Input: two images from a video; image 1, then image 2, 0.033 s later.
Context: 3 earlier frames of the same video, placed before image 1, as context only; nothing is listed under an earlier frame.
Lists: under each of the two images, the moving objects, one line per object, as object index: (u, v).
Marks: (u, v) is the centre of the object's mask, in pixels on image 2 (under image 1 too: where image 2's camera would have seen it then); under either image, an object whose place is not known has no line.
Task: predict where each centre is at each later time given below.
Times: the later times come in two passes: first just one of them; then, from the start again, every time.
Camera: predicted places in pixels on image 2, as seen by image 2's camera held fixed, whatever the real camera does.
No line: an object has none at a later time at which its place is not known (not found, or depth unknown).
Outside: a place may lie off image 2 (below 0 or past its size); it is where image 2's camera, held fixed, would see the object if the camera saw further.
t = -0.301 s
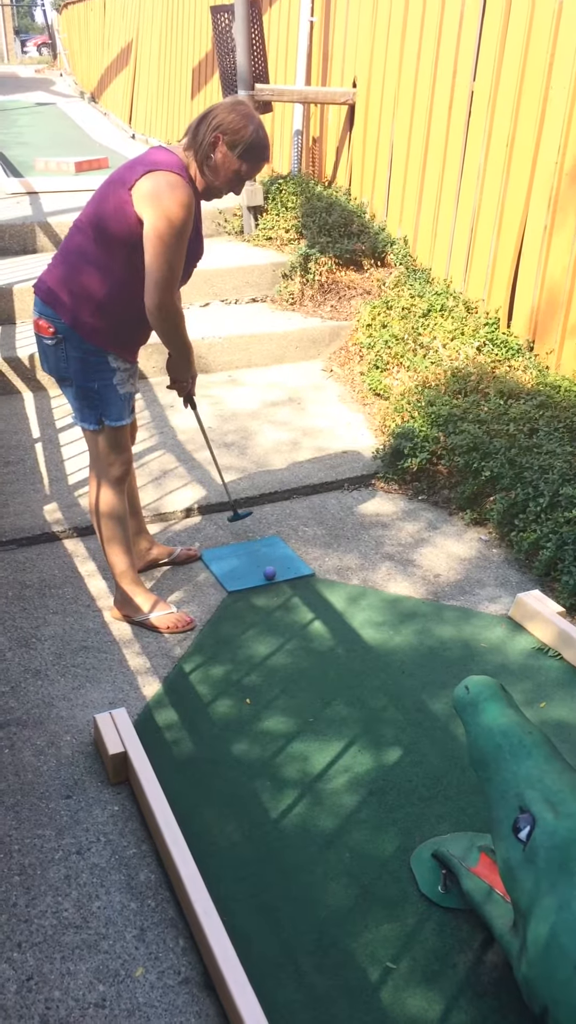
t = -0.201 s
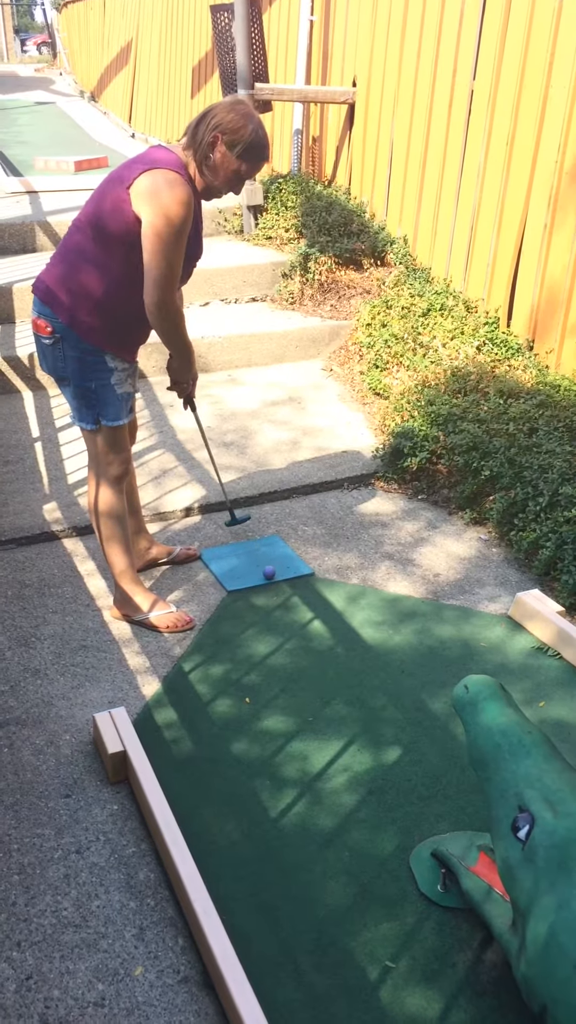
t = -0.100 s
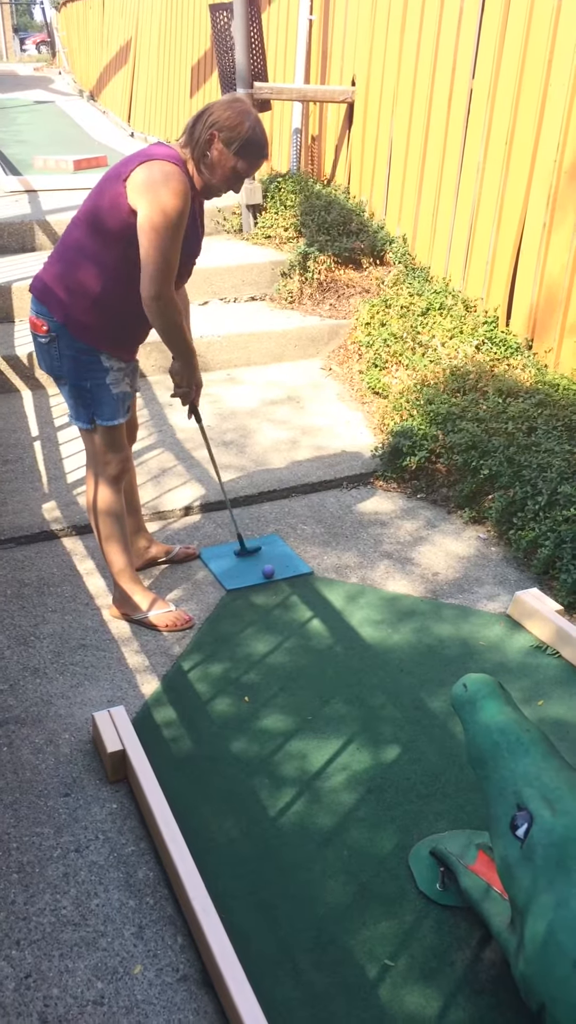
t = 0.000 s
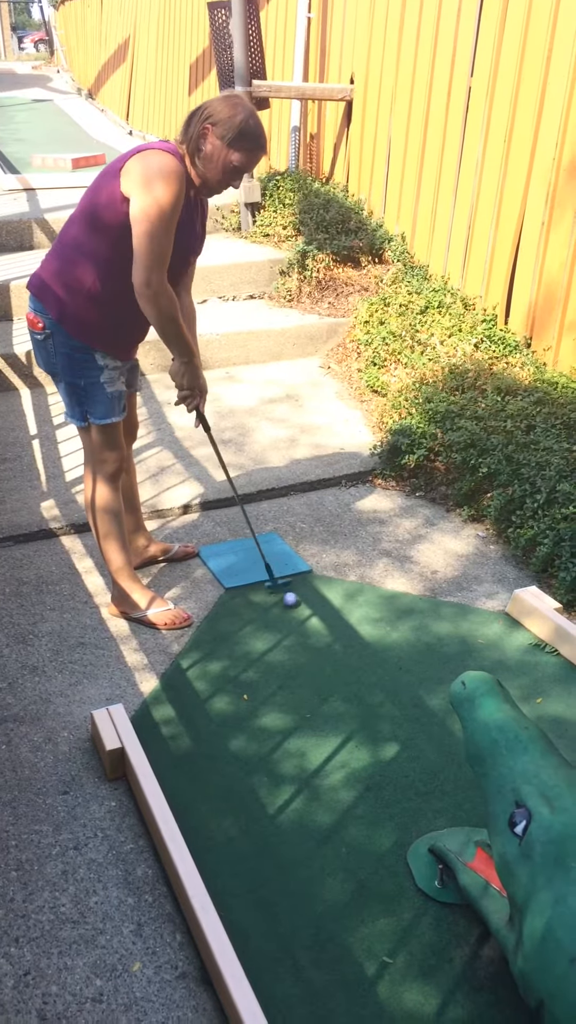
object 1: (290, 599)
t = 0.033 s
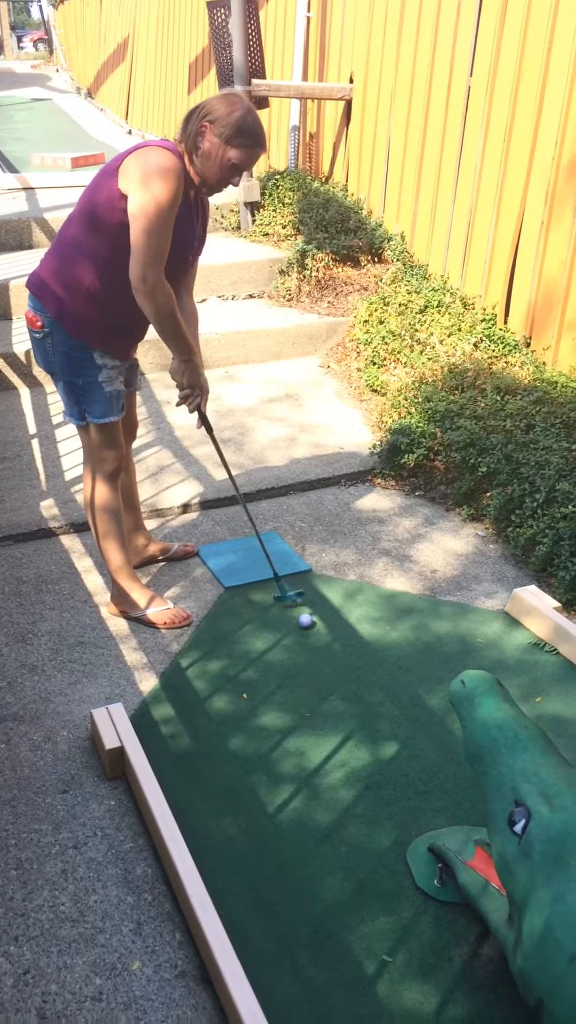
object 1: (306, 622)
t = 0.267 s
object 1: (438, 794)
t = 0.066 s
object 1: (322, 641)
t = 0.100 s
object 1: (340, 666)
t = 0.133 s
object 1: (358, 690)
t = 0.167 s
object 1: (376, 716)
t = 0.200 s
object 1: (396, 739)
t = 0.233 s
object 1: (416, 767)
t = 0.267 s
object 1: (438, 794)
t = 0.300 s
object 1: (460, 823)
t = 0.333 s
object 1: (467, 827)
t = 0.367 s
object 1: (463, 820)
